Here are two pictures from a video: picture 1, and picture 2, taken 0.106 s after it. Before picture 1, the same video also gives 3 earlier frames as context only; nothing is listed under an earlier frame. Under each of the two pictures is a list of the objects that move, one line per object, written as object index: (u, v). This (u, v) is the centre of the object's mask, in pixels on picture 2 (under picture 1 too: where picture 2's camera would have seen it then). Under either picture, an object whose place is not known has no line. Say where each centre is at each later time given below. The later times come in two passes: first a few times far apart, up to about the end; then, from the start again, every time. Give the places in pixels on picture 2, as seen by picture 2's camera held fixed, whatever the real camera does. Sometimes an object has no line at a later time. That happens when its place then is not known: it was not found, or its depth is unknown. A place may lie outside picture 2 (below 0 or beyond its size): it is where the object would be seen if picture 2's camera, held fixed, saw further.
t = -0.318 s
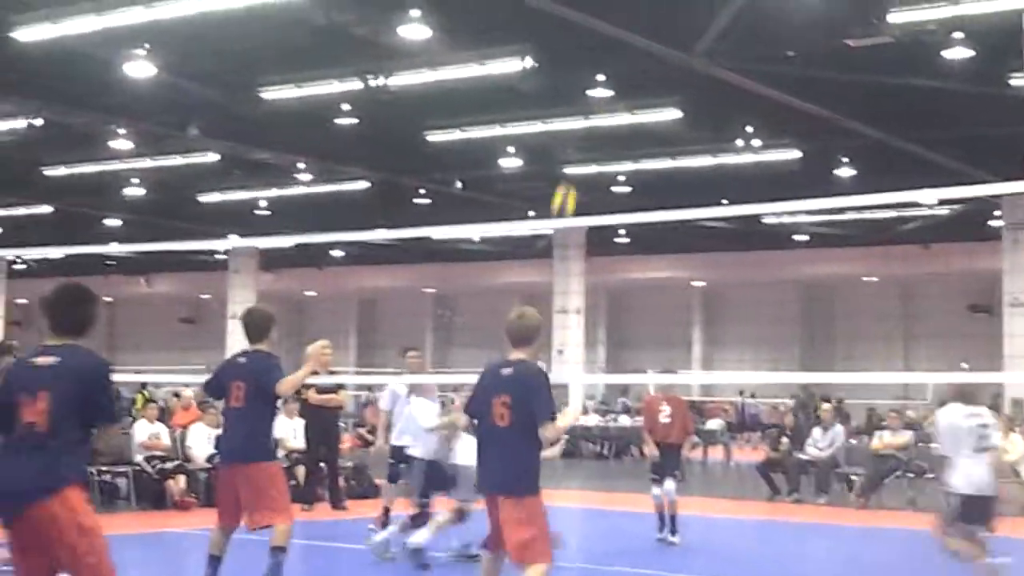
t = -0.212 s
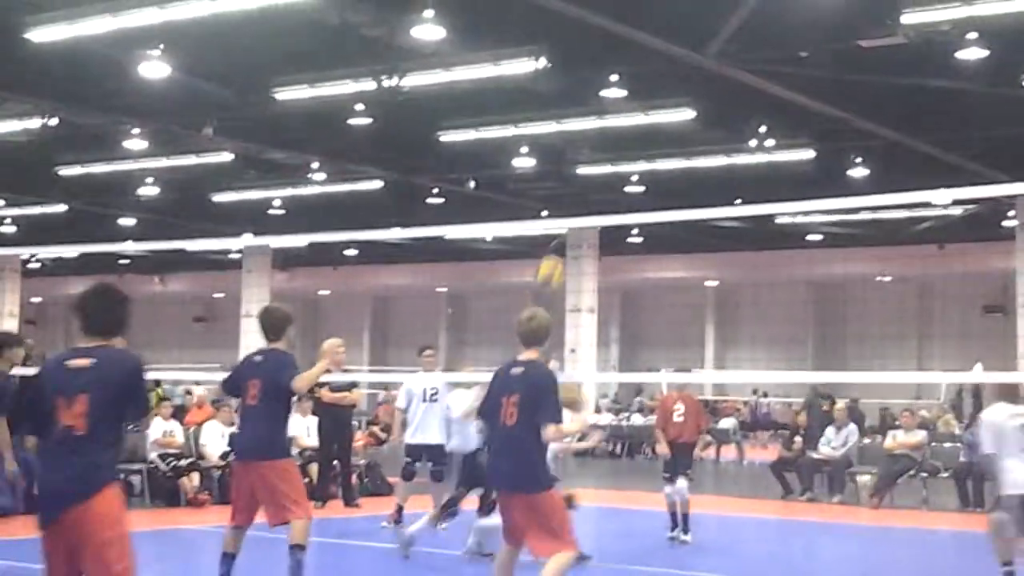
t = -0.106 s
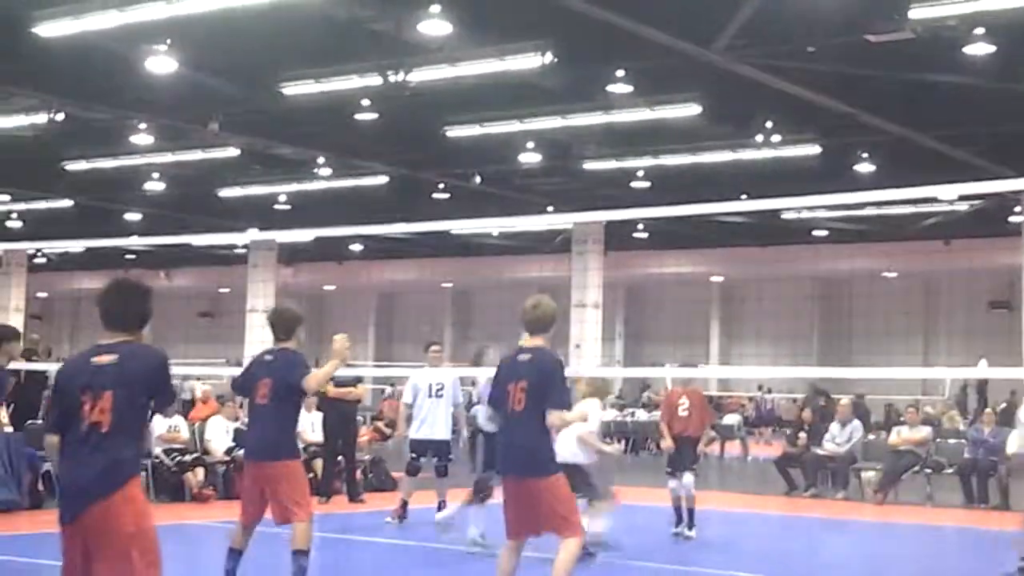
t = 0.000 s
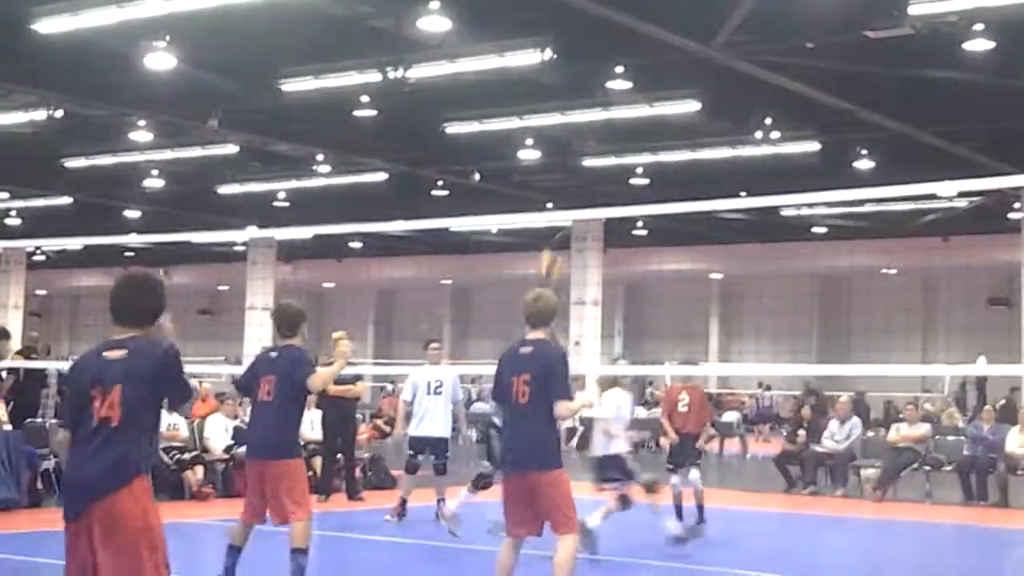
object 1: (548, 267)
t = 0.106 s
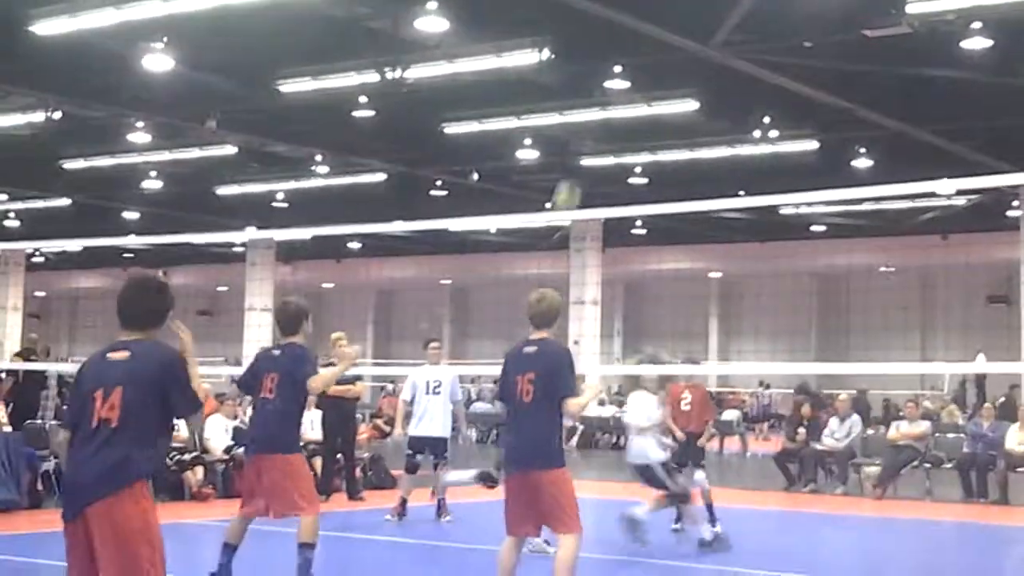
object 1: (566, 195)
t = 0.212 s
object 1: (586, 141)
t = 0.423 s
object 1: (627, 67)
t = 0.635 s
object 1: (666, 52)
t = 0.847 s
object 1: (706, 91)
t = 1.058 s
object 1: (750, 213)
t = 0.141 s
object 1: (573, 179)
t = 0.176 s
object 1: (578, 160)
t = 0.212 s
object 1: (586, 141)
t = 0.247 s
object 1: (592, 135)
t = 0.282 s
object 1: (601, 111)
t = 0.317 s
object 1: (605, 98)
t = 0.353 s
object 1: (613, 85)
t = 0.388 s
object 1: (620, 76)
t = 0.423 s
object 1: (627, 67)
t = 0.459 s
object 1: (632, 63)
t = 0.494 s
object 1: (639, 58)
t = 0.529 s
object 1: (647, 53)
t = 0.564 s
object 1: (653, 51)
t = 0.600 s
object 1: (659, 51)
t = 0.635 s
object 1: (666, 52)
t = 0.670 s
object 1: (673, 54)
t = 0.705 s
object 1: (679, 60)
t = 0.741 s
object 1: (687, 64)
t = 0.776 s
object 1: (693, 73)
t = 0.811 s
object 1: (700, 82)
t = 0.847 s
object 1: (706, 91)
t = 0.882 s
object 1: (714, 108)
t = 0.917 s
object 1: (720, 124)
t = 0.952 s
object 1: (724, 136)
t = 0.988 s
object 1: (735, 170)
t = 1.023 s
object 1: (740, 181)
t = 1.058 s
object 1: (750, 213)
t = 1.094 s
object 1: (755, 232)
